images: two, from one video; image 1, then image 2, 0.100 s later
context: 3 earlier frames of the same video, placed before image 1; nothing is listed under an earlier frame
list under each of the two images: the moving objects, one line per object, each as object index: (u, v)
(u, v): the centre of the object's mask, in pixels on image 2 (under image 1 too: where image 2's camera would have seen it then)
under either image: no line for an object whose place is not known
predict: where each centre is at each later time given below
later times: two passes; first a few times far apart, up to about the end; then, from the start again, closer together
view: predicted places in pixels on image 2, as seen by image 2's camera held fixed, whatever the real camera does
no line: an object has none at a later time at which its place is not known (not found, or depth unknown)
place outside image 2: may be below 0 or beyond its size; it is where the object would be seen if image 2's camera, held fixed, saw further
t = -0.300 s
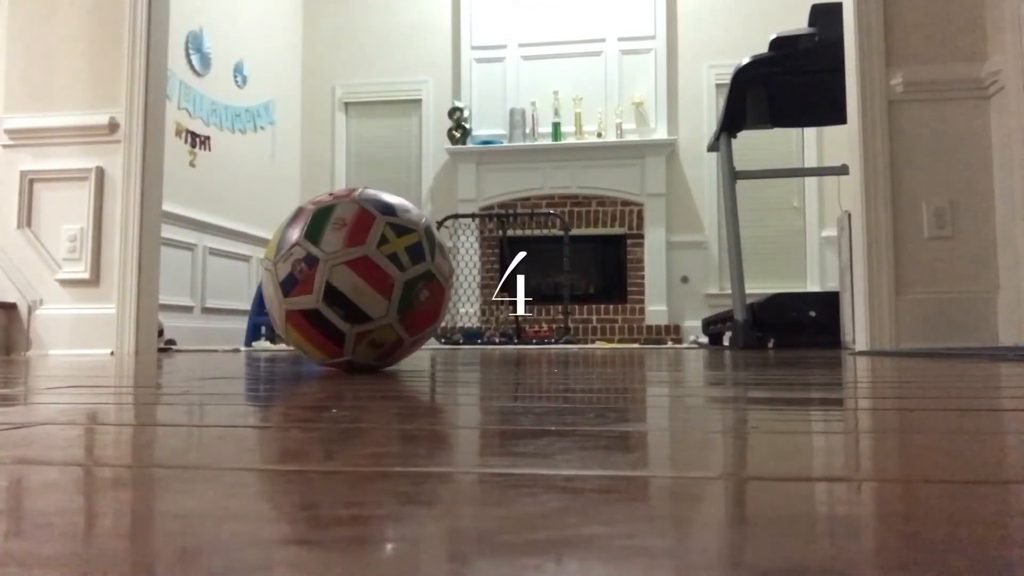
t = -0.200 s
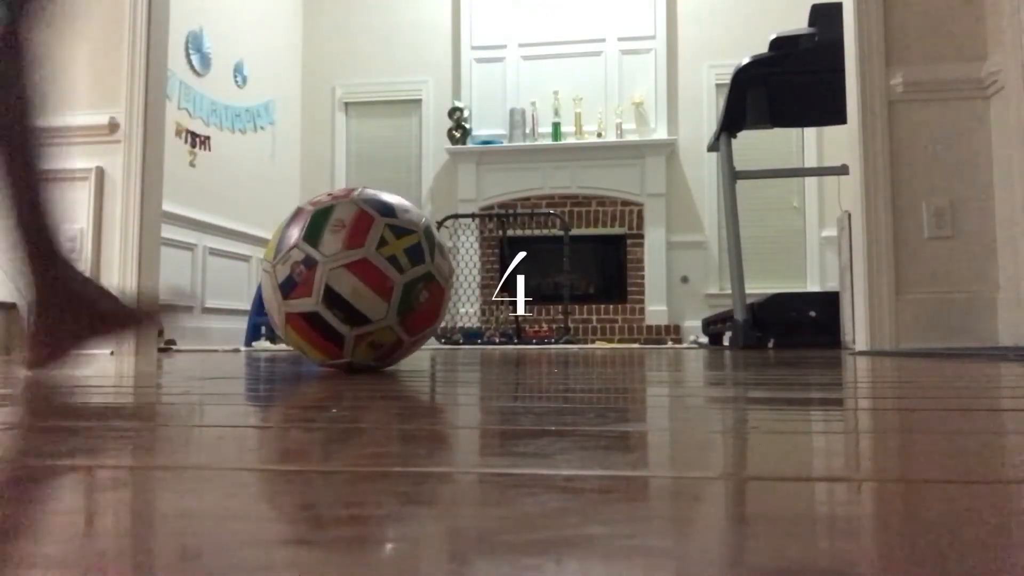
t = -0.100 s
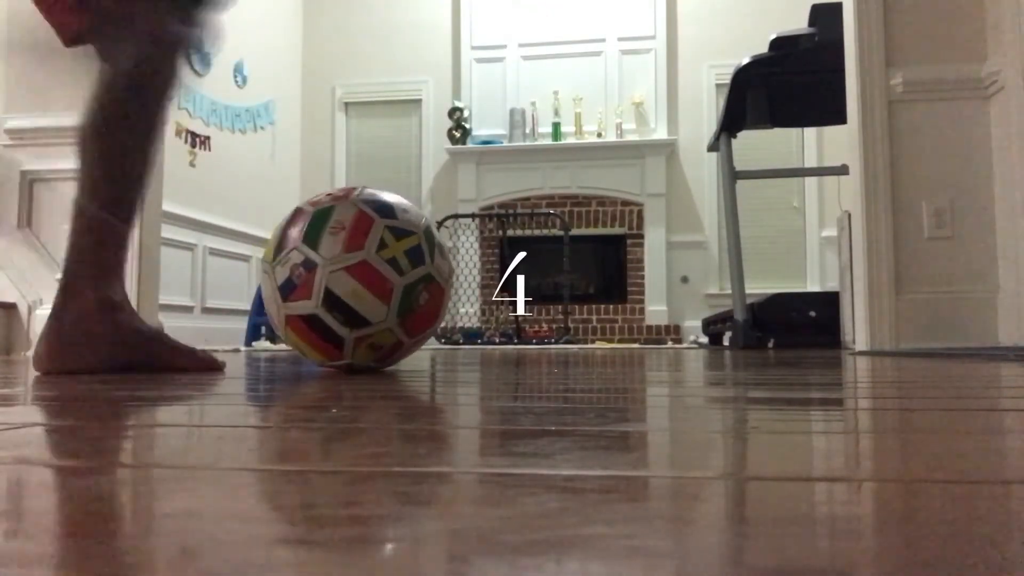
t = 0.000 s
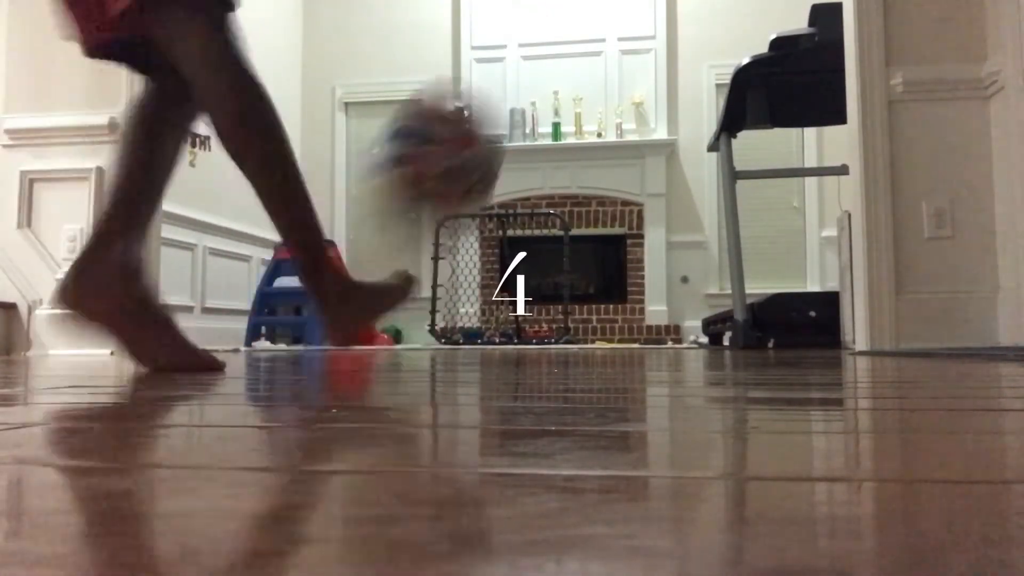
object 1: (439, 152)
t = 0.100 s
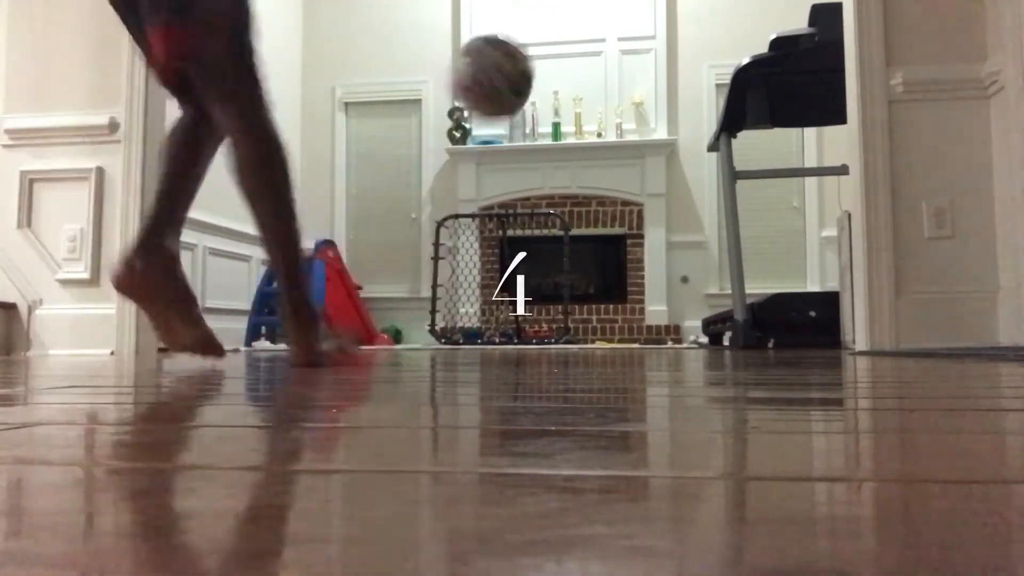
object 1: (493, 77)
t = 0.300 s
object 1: (531, 79)
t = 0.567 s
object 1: (552, 163)
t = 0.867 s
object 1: (573, 221)
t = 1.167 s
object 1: (594, 265)
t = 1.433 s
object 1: (621, 299)
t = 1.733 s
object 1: (643, 293)
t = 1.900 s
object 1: (655, 310)
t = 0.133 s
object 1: (503, 69)
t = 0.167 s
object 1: (511, 66)
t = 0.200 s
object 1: (517, 67)
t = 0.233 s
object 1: (523, 69)
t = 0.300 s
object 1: (531, 79)
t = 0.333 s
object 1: (535, 86)
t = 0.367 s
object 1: (538, 94)
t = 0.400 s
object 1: (541, 104)
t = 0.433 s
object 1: (543, 115)
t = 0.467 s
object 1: (546, 126)
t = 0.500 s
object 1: (548, 140)
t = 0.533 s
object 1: (550, 154)
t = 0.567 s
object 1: (552, 163)
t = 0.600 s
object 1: (554, 176)
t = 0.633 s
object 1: (554, 188)
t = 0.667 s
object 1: (557, 199)
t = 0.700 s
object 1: (560, 200)
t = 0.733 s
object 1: (562, 201)
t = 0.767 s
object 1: (566, 206)
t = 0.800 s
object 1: (568, 209)
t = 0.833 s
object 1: (571, 215)
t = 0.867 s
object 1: (573, 221)
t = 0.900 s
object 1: (577, 231)
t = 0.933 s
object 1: (579, 240)
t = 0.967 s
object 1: (580, 251)
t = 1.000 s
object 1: (582, 260)
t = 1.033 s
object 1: (583, 273)
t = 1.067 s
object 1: (586, 276)
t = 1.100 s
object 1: (589, 270)
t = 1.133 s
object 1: (592, 267)
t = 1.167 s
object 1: (594, 265)
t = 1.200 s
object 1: (597, 265)
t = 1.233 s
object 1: (600, 265)
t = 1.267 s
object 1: (603, 267)
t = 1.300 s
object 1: (606, 270)
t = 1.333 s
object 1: (610, 275)
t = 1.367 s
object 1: (613, 281)
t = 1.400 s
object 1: (617, 289)
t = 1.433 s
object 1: (621, 299)
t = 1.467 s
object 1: (625, 310)
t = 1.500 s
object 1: (628, 325)
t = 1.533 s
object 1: (631, 326)
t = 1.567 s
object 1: (633, 319)
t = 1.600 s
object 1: (635, 309)
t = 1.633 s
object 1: (637, 305)
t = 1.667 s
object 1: (639, 298)
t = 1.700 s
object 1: (642, 295)
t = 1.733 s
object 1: (643, 293)
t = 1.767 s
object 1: (645, 293)
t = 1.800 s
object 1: (647, 294)
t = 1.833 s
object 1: (650, 298)
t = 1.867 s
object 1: (652, 304)
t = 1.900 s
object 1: (655, 310)
